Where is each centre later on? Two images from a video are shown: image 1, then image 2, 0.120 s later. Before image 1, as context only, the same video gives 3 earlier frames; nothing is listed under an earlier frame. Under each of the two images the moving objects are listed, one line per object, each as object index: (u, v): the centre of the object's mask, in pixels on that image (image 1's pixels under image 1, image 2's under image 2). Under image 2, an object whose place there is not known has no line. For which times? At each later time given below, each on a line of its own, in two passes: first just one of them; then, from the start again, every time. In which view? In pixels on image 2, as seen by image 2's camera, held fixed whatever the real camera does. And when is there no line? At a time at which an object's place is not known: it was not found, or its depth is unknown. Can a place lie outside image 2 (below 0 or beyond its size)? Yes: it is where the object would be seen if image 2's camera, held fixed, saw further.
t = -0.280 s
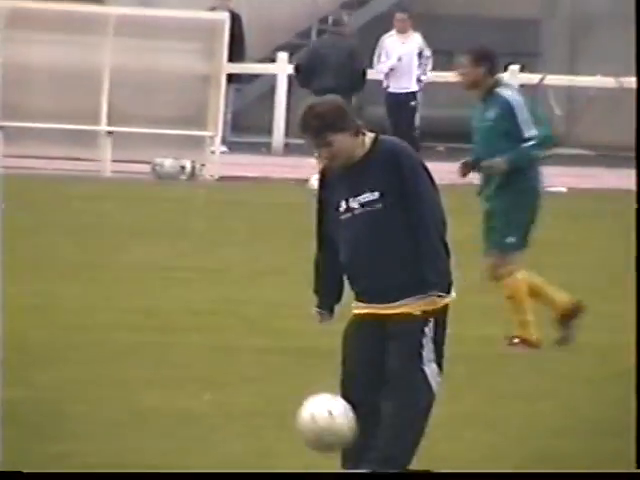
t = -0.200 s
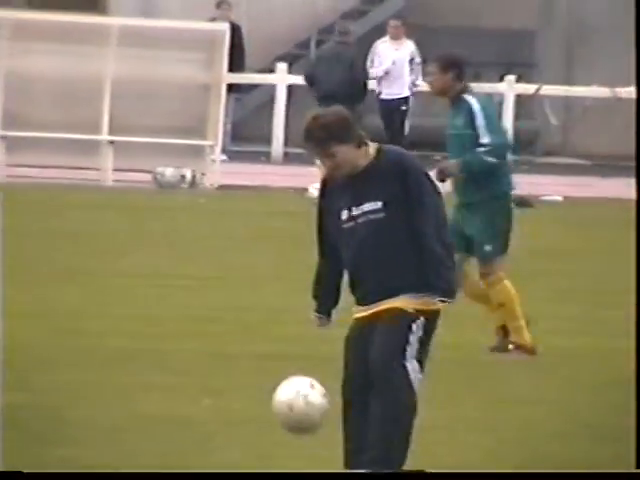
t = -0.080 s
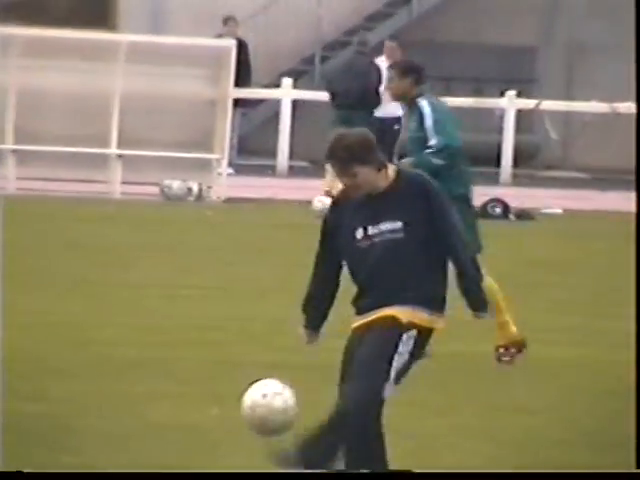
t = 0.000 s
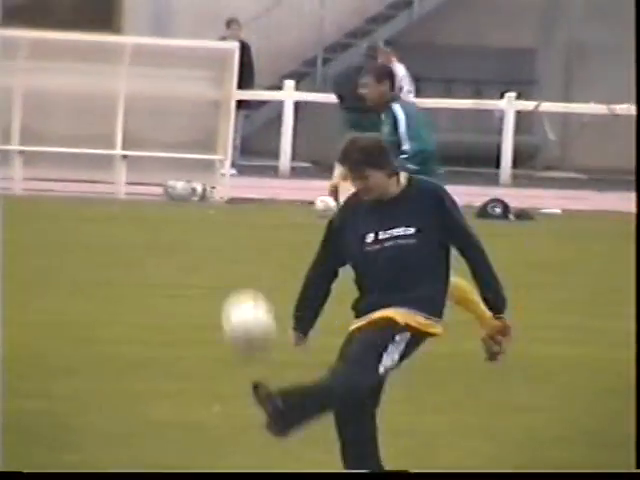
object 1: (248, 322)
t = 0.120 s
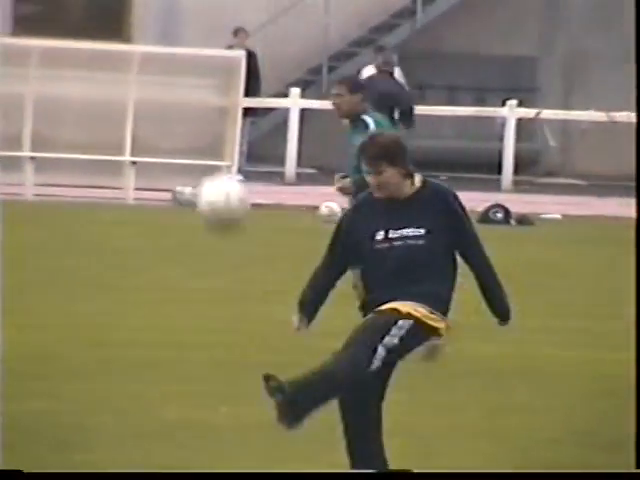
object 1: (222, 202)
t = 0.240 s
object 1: (191, 113)
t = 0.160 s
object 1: (212, 168)
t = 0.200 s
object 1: (201, 139)
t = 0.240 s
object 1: (191, 113)
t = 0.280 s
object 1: (176, 90)
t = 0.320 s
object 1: (164, 69)
